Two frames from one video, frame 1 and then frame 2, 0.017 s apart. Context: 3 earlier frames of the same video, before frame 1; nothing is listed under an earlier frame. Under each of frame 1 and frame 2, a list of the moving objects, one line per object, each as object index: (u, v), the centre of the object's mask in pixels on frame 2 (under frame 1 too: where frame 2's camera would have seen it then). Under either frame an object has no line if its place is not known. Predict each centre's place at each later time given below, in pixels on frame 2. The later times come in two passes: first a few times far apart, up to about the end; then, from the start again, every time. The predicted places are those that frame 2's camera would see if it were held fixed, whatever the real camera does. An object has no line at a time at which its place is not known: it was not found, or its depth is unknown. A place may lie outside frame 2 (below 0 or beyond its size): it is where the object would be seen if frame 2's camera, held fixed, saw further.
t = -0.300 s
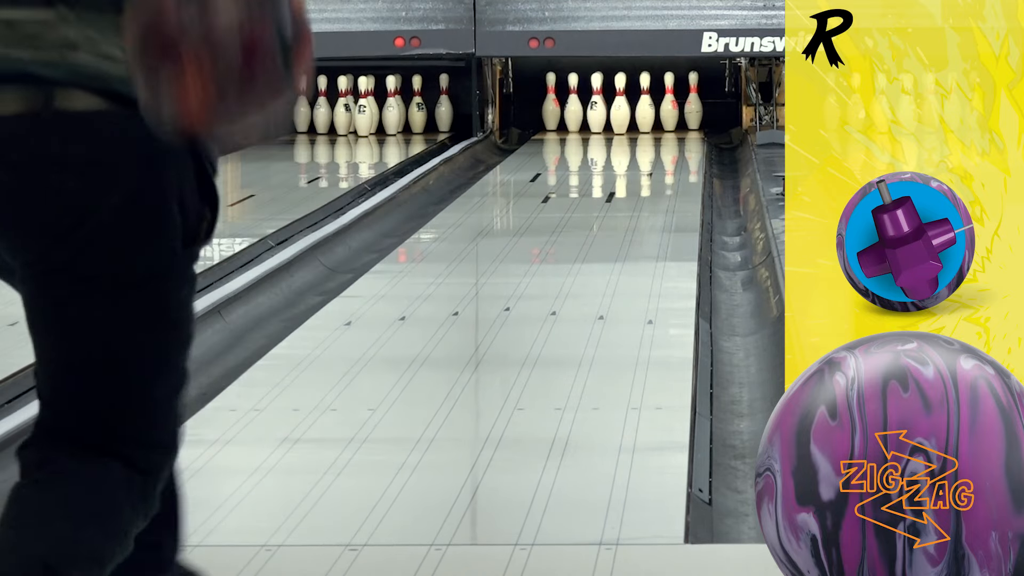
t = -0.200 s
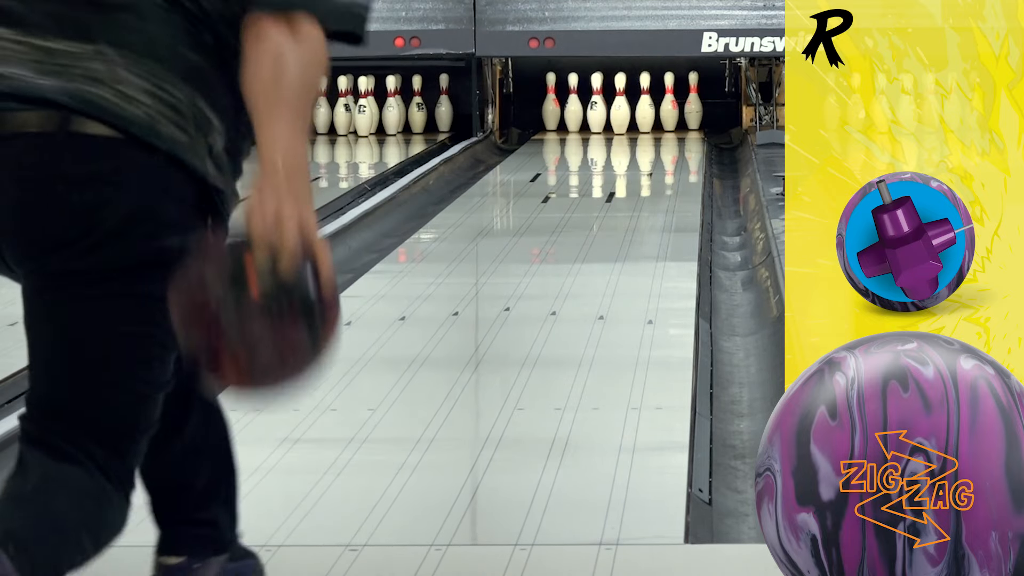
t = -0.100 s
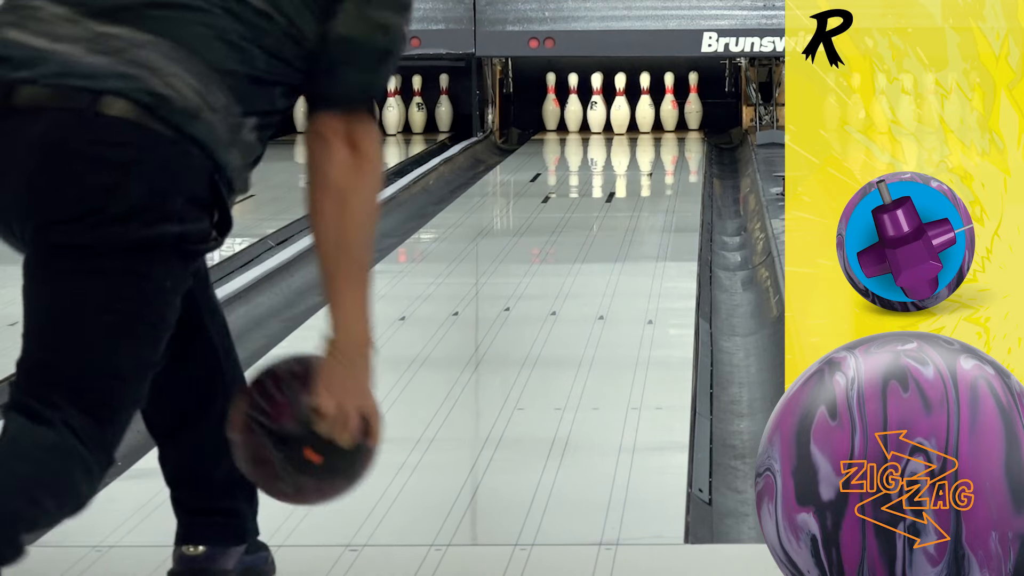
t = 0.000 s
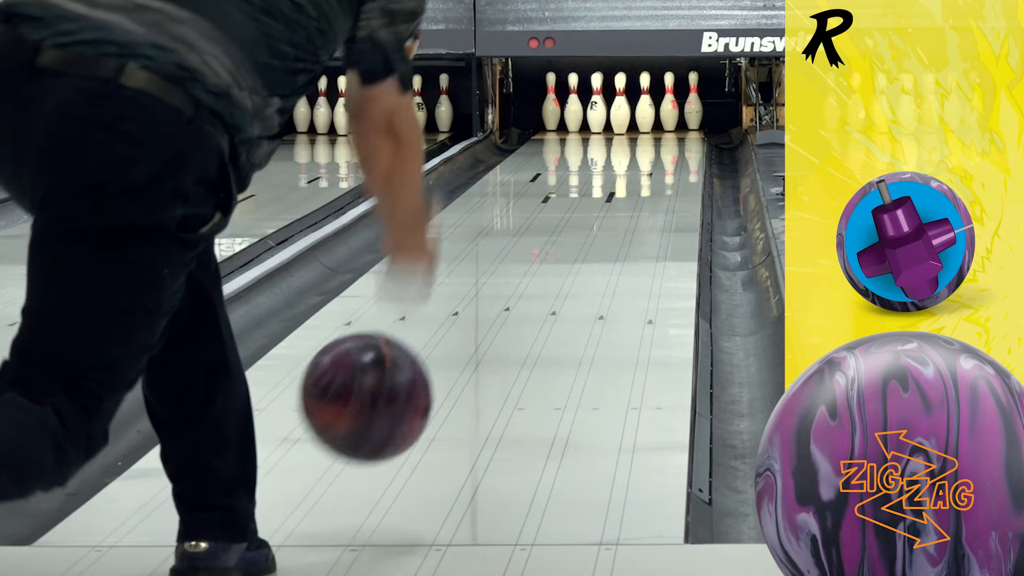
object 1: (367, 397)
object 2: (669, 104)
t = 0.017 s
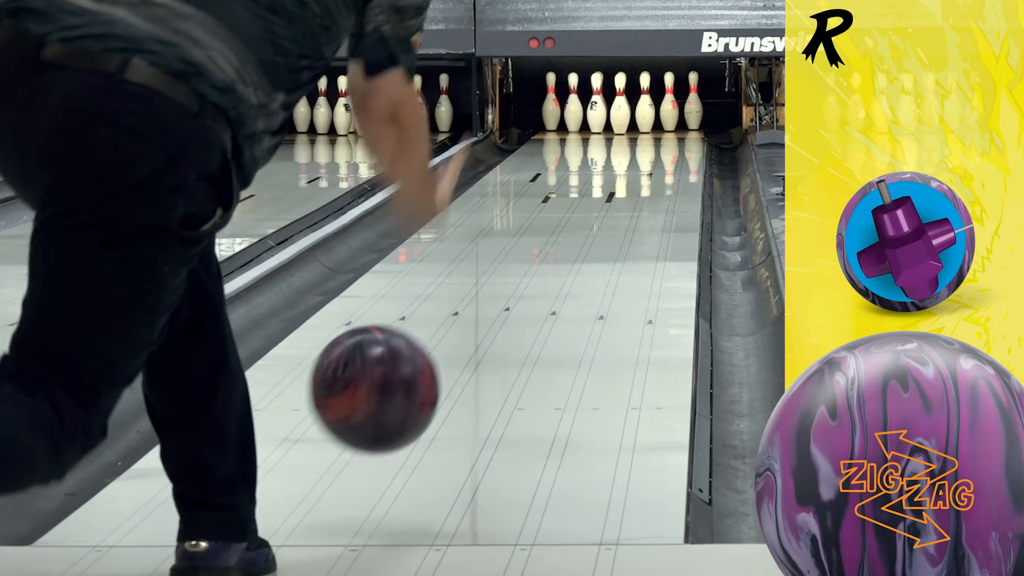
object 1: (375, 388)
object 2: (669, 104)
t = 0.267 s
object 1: (472, 361)
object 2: (669, 104)
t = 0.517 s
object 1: (532, 292)
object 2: (669, 104)
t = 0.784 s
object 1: (573, 244)
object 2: (669, 104)
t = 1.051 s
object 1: (602, 209)
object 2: (669, 104)
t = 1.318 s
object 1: (623, 183)
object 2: (669, 104)
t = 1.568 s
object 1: (637, 163)
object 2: (669, 104)
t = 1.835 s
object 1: (648, 146)
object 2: (669, 104)
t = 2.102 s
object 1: (649, 134)
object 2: (670, 103)
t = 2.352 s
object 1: (642, 124)
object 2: (669, 104)
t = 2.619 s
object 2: (673, 105)
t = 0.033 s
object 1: (383, 382)
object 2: (669, 104)
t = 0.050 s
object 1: (391, 378)
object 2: (669, 104)
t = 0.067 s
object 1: (399, 375)
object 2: (669, 104)
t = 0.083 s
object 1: (406, 374)
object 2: (669, 104)
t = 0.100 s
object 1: (413, 374)
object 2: (669, 104)
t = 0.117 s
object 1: (420, 376)
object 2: (669, 104)
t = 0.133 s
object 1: (427, 379)
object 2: (669, 104)
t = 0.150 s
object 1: (433, 383)
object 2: (669, 104)
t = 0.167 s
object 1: (439, 389)
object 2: (669, 104)
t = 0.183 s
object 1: (445, 392)
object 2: (669, 104)
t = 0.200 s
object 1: (451, 383)
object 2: (669, 104)
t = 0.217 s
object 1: (457, 375)
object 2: (669, 104)
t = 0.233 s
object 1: (462, 369)
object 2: (669, 104)
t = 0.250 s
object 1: (467, 365)
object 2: (669, 104)
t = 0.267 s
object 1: (472, 361)
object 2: (669, 104)
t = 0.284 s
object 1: (477, 356)
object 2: (669, 104)
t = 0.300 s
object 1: (482, 351)
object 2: (669, 104)
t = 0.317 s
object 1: (486, 346)
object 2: (669, 104)
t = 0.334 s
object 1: (491, 340)
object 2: (669, 104)
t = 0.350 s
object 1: (495, 335)
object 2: (669, 104)
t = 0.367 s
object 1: (499, 330)
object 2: (669, 104)
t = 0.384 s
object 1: (503, 325)
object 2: (669, 104)
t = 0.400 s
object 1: (507, 321)
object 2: (669, 104)
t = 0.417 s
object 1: (511, 316)
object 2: (669, 104)
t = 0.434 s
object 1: (515, 312)
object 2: (669, 104)
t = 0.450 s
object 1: (518, 308)
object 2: (669, 104)
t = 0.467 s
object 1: (522, 304)
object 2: (669, 104)
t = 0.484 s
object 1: (525, 300)
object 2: (669, 104)
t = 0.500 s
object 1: (529, 296)
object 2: (669, 104)
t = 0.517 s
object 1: (532, 292)
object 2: (669, 104)
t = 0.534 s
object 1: (535, 288)
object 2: (669, 104)
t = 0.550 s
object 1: (538, 285)
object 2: (669, 104)
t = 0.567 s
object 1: (541, 281)
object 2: (669, 104)
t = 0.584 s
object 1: (544, 278)
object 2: (669, 104)
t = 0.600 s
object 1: (547, 275)
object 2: (669, 104)
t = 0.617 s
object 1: (549, 272)
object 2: (669, 104)
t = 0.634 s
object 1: (552, 269)
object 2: (669, 104)
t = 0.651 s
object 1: (555, 266)
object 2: (669, 104)
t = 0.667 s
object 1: (557, 263)
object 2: (669, 104)
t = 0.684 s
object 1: (560, 260)
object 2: (669, 104)
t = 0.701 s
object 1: (562, 258)
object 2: (669, 104)
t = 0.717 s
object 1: (565, 255)
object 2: (669, 104)
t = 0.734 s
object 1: (567, 252)
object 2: (669, 104)
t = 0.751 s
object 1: (569, 250)
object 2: (669, 104)
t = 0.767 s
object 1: (571, 247)
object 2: (669, 104)
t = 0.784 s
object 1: (573, 244)
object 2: (669, 104)
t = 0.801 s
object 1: (575, 241)
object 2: (669, 104)
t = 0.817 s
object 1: (578, 239)
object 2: (669, 104)
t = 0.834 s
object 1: (580, 236)
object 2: (669, 104)
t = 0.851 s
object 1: (582, 234)
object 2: (669, 104)
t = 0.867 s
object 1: (583, 232)
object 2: (669, 104)
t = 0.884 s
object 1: (585, 230)
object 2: (669, 104)
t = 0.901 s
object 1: (587, 228)
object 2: (669, 104)
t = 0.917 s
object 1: (589, 226)
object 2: (669, 104)
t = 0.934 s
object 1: (591, 223)
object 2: (669, 104)
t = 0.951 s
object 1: (593, 221)
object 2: (669, 104)
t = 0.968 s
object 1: (594, 219)
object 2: (669, 104)
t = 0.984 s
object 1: (596, 217)
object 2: (669, 104)
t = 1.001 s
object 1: (597, 215)
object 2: (669, 104)
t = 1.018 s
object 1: (599, 213)
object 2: (669, 104)
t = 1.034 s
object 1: (601, 211)
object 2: (669, 104)
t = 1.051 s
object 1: (602, 209)
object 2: (669, 104)
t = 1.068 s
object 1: (604, 207)
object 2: (669, 104)
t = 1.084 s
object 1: (605, 206)
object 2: (669, 104)
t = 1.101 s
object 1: (606, 204)
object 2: (669, 104)
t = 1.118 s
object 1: (608, 202)
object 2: (669, 104)
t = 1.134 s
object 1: (609, 200)
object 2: (669, 104)
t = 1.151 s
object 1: (611, 199)
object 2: (669, 104)
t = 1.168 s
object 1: (612, 197)
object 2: (669, 104)
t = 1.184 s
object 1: (613, 195)
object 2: (669, 104)
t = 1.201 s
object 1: (614, 194)
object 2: (669, 104)
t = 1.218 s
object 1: (616, 192)
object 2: (669, 104)
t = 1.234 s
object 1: (617, 191)
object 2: (669, 104)
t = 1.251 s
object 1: (618, 189)
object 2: (669, 104)
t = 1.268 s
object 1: (619, 188)
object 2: (669, 104)
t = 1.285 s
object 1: (620, 186)
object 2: (669, 104)
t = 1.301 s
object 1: (622, 184)
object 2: (669, 104)
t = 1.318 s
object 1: (623, 183)
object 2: (669, 104)
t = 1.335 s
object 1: (624, 181)
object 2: (669, 104)
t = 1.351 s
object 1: (625, 180)
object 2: (669, 104)
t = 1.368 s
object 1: (626, 179)
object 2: (669, 104)
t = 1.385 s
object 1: (627, 177)
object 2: (669, 104)
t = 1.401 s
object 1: (628, 176)
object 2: (669, 104)
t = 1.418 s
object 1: (629, 174)
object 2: (669, 104)
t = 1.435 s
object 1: (630, 173)
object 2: (669, 104)
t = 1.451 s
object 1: (631, 172)
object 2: (669, 104)
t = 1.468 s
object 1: (632, 170)
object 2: (669, 104)
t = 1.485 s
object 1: (633, 169)
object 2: (669, 104)
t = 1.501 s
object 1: (633, 168)
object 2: (669, 104)
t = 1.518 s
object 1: (634, 167)
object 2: (669, 104)
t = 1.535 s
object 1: (635, 166)
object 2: (669, 104)
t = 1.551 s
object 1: (636, 165)
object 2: (669, 104)
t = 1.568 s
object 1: (637, 163)
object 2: (669, 104)
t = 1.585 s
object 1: (638, 162)
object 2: (669, 104)
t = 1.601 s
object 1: (639, 161)
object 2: (669, 104)
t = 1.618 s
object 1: (639, 160)
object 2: (669, 104)
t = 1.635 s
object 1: (640, 159)
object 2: (669, 104)
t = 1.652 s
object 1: (641, 157)
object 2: (669, 104)
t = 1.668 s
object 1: (641, 156)
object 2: (669, 104)
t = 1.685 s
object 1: (642, 155)
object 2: (669, 104)
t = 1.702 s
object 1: (643, 154)
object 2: (669, 104)
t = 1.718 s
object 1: (644, 153)
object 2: (669, 104)
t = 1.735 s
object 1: (644, 152)
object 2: (669, 104)
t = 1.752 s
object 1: (645, 151)
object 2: (669, 104)
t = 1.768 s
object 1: (646, 150)
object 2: (669, 104)
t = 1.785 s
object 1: (646, 149)
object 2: (669, 104)
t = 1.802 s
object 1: (647, 148)
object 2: (669, 104)
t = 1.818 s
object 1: (647, 147)
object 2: (669, 104)
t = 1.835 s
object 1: (648, 146)
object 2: (669, 104)
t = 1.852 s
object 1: (648, 146)
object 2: (669, 104)
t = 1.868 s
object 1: (649, 145)
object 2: (669, 104)
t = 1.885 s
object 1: (649, 144)
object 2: (669, 104)
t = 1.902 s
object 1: (650, 143)
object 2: (669, 104)
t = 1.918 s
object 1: (650, 142)
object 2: (669, 104)
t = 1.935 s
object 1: (650, 141)
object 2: (669, 104)
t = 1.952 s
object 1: (650, 140)
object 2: (669, 104)
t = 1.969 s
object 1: (650, 140)
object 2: (669, 103)
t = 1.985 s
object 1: (650, 139)
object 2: (669, 103)
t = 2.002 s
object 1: (650, 138)
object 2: (669, 103)
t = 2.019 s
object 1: (650, 137)
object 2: (669, 103)
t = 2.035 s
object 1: (650, 137)
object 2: (669, 103)
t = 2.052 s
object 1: (650, 136)
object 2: (670, 103)
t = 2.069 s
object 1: (650, 135)
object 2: (670, 103)
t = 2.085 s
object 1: (650, 134)
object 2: (670, 103)
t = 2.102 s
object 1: (649, 134)
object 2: (670, 103)
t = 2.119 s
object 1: (649, 133)
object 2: (670, 103)
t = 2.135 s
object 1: (649, 132)
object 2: (670, 103)
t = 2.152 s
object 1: (649, 132)
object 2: (670, 103)
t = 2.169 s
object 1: (648, 131)
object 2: (670, 103)
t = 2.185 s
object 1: (648, 130)
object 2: (670, 103)
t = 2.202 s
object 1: (647, 130)
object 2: (670, 103)
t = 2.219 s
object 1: (647, 129)
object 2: (669, 103)
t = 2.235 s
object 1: (647, 129)
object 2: (670, 103)
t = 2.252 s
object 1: (646, 128)
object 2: (669, 104)
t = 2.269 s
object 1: (646, 127)
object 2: (669, 104)
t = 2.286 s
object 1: (645, 127)
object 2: (669, 104)
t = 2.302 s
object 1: (645, 126)
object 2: (669, 104)
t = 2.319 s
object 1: (644, 126)
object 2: (669, 104)
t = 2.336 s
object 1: (643, 125)
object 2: (669, 104)
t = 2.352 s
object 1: (642, 124)
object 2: (669, 104)
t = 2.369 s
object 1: (642, 123)
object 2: (669, 104)
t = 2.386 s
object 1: (641, 123)
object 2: (669, 104)
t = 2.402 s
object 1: (640, 122)
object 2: (669, 104)
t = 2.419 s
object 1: (639, 121)
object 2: (669, 104)
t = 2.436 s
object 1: (638, 121)
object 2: (669, 104)
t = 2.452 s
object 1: (637, 120)
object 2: (669, 104)
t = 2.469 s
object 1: (636, 120)
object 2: (669, 104)
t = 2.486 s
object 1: (635, 119)
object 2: (669, 104)
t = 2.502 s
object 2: (669, 104)
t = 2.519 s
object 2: (669, 104)
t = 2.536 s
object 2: (669, 104)
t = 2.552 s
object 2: (669, 104)
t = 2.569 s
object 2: (669, 104)
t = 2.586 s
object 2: (669, 104)
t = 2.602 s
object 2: (670, 104)
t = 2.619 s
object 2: (673, 105)
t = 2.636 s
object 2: (679, 104)
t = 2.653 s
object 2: (686, 103)
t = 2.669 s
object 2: (694, 102)
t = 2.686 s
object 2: (701, 102)
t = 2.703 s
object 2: (707, 102)
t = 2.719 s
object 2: (713, 102)
